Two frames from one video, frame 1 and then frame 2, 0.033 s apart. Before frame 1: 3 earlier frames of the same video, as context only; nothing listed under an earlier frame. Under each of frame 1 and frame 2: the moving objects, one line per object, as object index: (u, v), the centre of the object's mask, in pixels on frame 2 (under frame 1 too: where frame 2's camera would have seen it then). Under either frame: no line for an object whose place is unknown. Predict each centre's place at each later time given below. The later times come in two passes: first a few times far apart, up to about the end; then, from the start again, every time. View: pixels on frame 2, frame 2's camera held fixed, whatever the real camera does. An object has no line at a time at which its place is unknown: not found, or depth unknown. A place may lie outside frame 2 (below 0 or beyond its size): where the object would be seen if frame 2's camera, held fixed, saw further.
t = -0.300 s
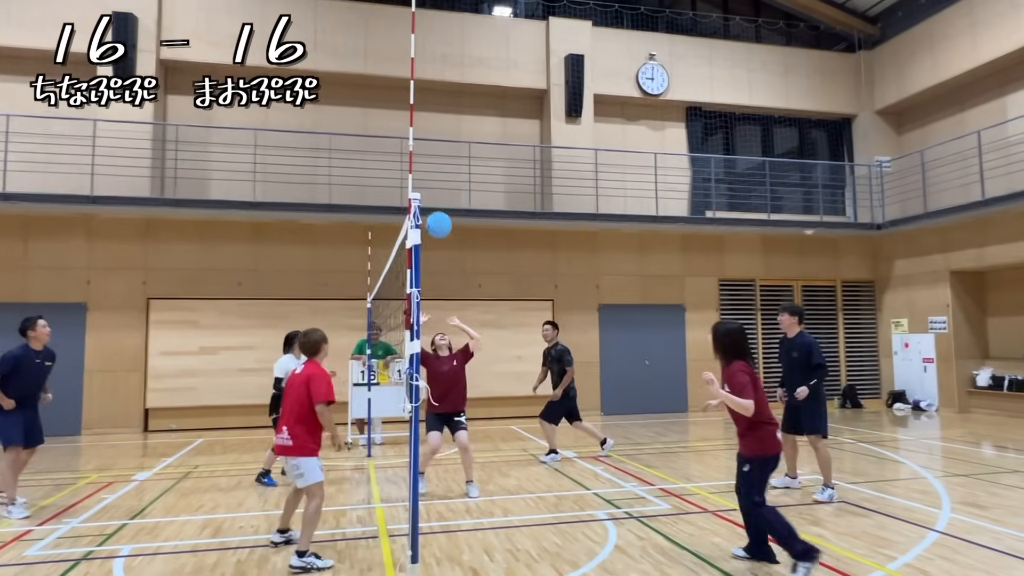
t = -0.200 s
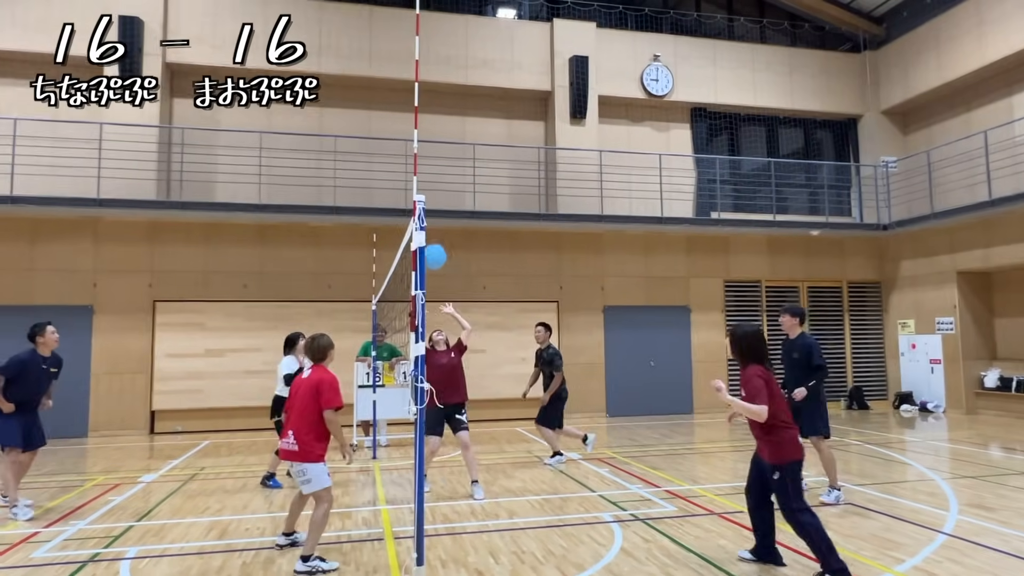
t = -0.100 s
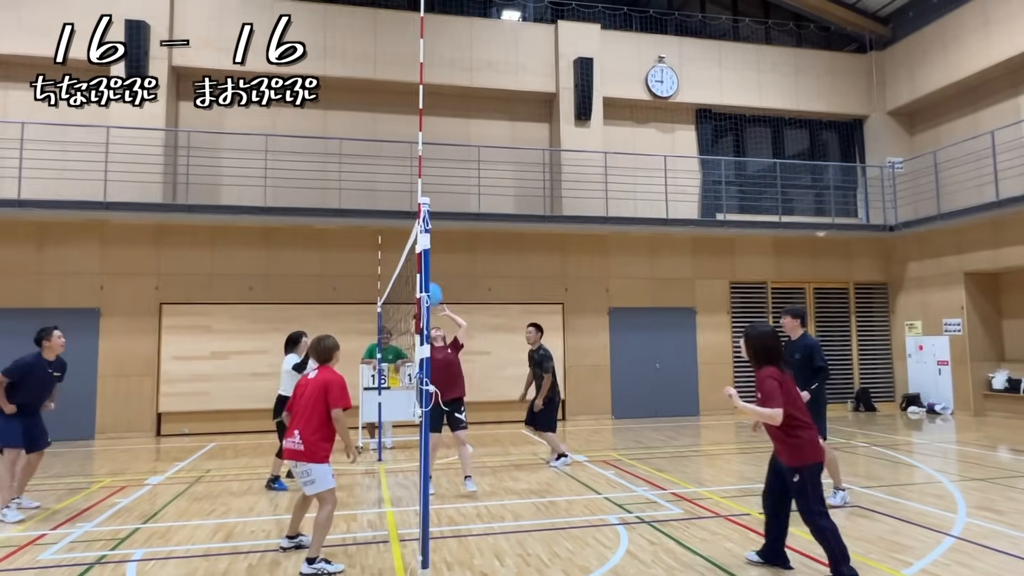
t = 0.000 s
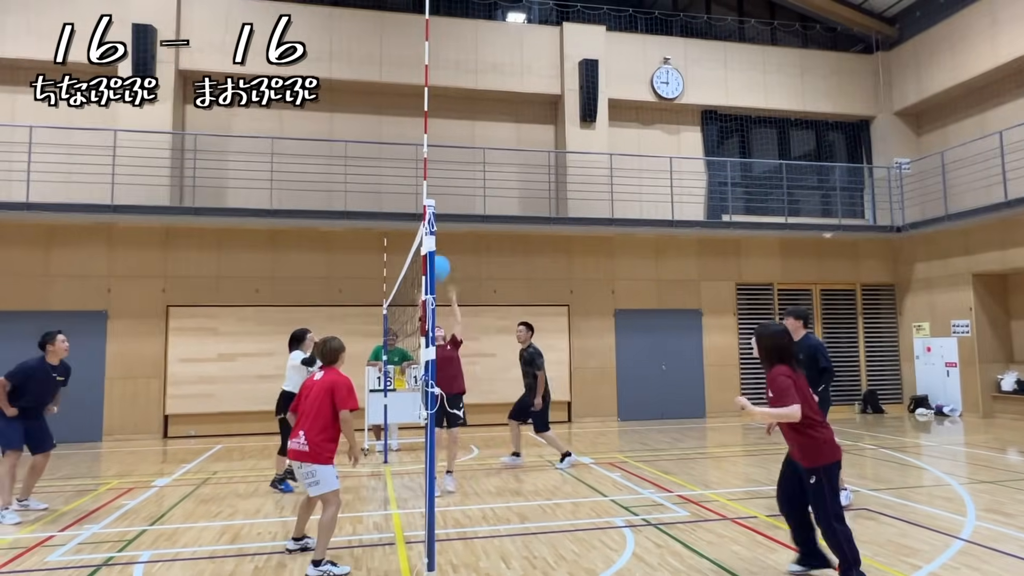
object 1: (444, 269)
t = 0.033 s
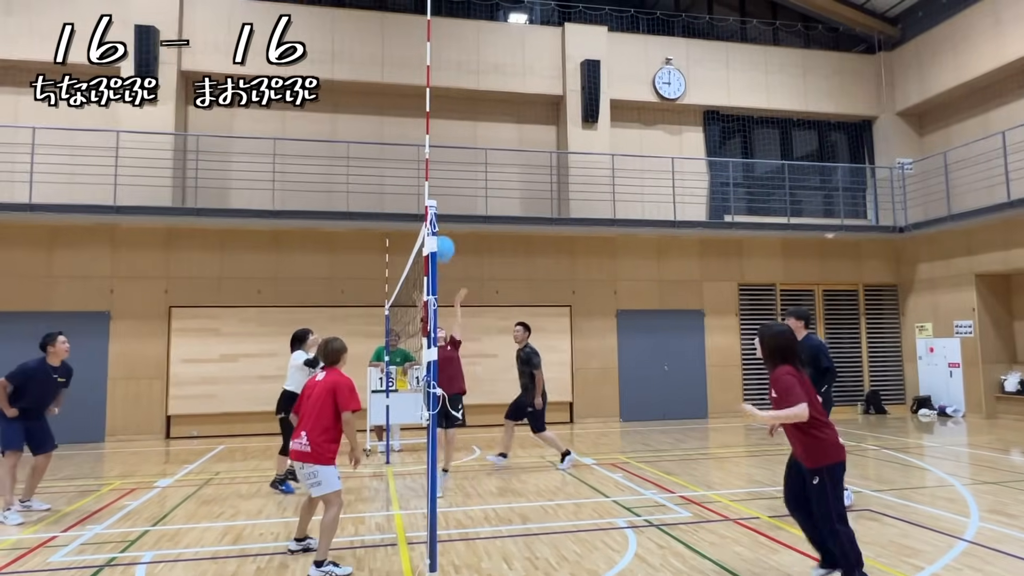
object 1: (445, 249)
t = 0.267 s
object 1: (459, 138)
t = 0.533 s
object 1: (482, 48)
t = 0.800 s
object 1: (508, 25)
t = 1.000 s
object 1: (536, 66)
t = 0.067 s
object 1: (447, 230)
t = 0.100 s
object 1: (448, 212)
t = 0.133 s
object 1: (450, 193)
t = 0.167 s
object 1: (452, 177)
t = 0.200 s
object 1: (455, 161)
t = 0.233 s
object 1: (457, 153)
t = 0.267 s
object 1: (459, 138)
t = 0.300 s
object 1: (462, 123)
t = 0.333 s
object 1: (465, 110)
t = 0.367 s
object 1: (467, 98)
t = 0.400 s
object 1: (470, 86)
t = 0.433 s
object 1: (473, 75)
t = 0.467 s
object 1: (477, 65)
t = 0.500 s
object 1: (479, 56)
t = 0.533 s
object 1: (482, 48)
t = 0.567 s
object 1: (485, 41)
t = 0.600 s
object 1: (488, 36)
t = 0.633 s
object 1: (492, 31)
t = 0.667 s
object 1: (495, 28)
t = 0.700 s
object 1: (498, 25)
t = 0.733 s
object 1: (501, 24)
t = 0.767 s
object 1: (504, 24)
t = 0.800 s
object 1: (508, 25)
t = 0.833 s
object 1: (512, 28)
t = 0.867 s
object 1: (516, 32)
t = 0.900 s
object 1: (520, 38)
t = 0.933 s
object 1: (523, 45)
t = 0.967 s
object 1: (529, 55)
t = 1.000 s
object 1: (536, 66)
